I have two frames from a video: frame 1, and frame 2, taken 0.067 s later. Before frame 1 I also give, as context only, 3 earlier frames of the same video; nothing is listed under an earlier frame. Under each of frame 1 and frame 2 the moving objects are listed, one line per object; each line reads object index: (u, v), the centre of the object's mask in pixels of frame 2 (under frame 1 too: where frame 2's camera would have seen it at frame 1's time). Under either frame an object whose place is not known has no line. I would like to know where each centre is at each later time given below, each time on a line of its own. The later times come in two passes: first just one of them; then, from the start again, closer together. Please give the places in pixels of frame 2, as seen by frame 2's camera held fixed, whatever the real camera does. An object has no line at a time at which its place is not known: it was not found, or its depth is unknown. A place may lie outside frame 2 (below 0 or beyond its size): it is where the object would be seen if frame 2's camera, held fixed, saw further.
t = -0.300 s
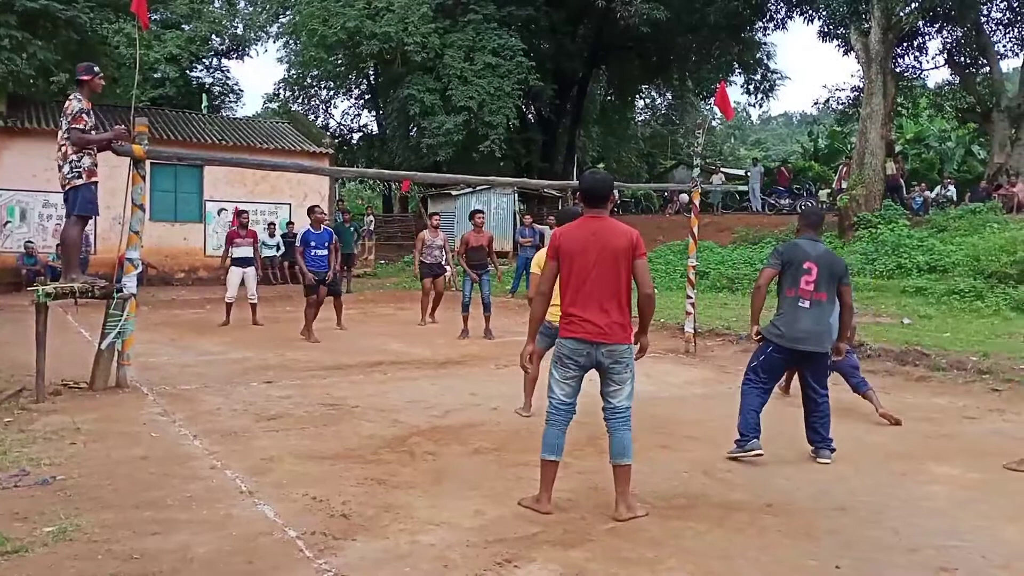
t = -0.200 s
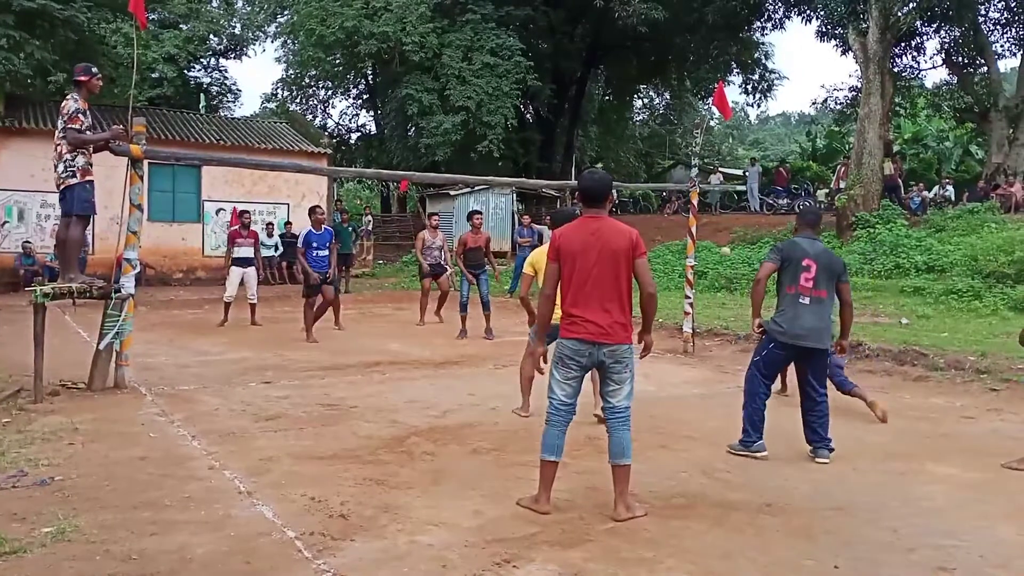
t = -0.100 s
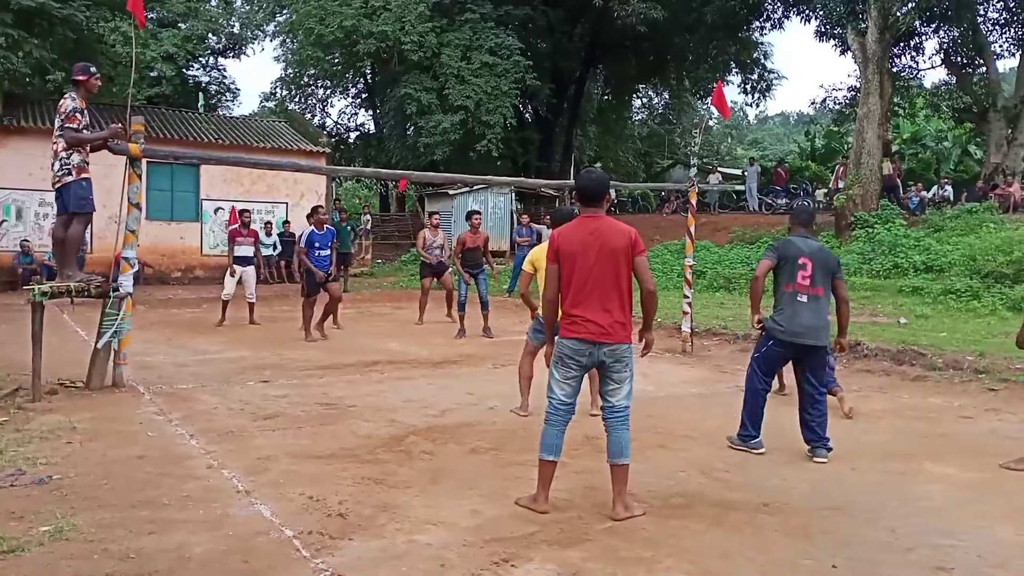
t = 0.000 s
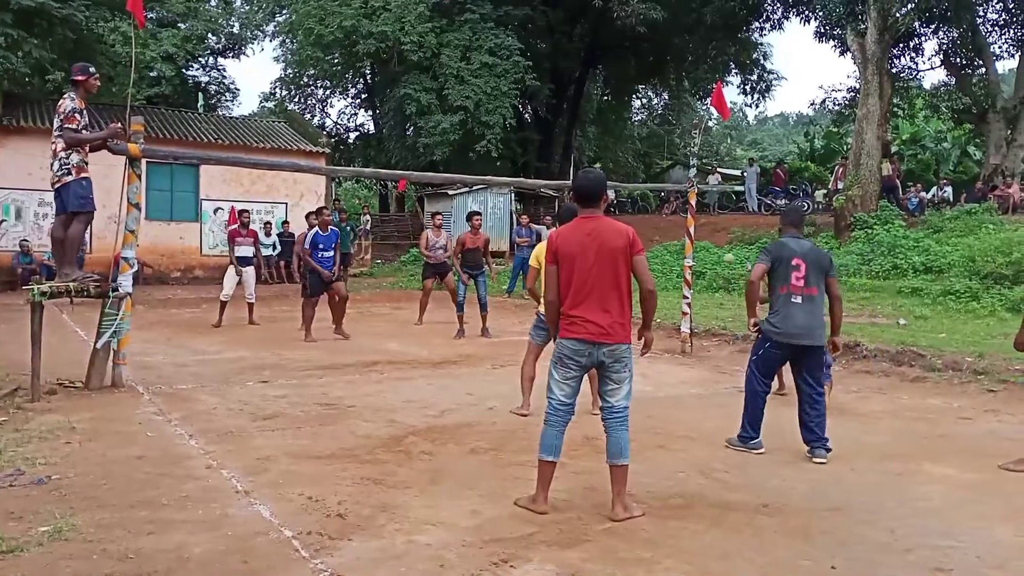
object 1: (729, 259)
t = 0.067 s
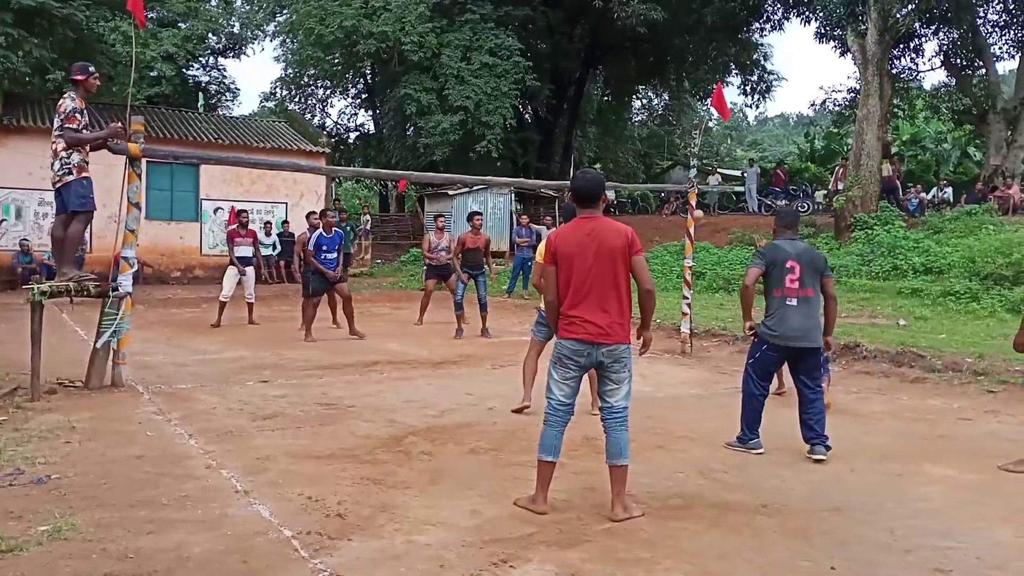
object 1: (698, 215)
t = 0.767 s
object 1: (438, 62)
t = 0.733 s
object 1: (448, 58)
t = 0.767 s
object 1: (438, 62)
